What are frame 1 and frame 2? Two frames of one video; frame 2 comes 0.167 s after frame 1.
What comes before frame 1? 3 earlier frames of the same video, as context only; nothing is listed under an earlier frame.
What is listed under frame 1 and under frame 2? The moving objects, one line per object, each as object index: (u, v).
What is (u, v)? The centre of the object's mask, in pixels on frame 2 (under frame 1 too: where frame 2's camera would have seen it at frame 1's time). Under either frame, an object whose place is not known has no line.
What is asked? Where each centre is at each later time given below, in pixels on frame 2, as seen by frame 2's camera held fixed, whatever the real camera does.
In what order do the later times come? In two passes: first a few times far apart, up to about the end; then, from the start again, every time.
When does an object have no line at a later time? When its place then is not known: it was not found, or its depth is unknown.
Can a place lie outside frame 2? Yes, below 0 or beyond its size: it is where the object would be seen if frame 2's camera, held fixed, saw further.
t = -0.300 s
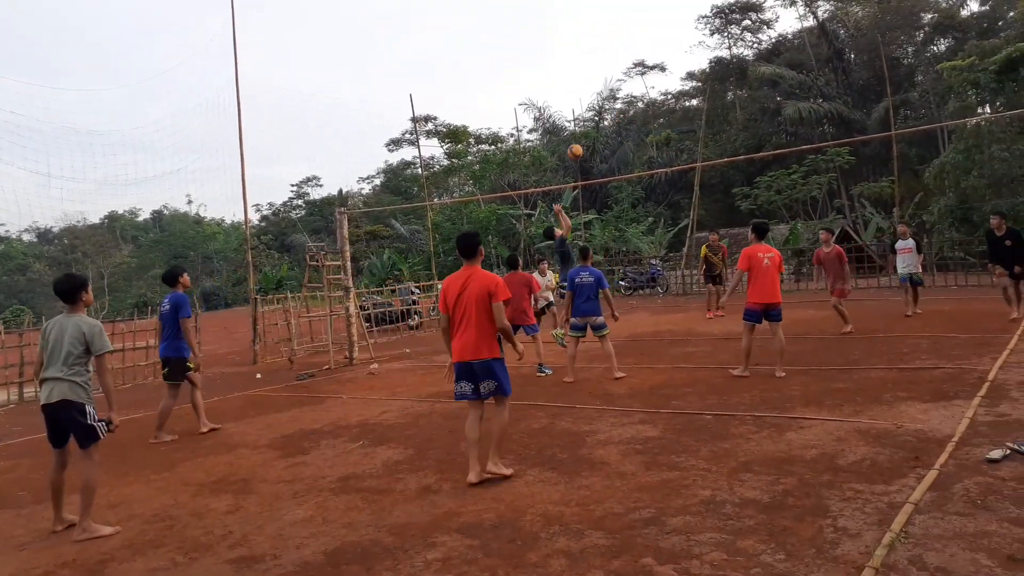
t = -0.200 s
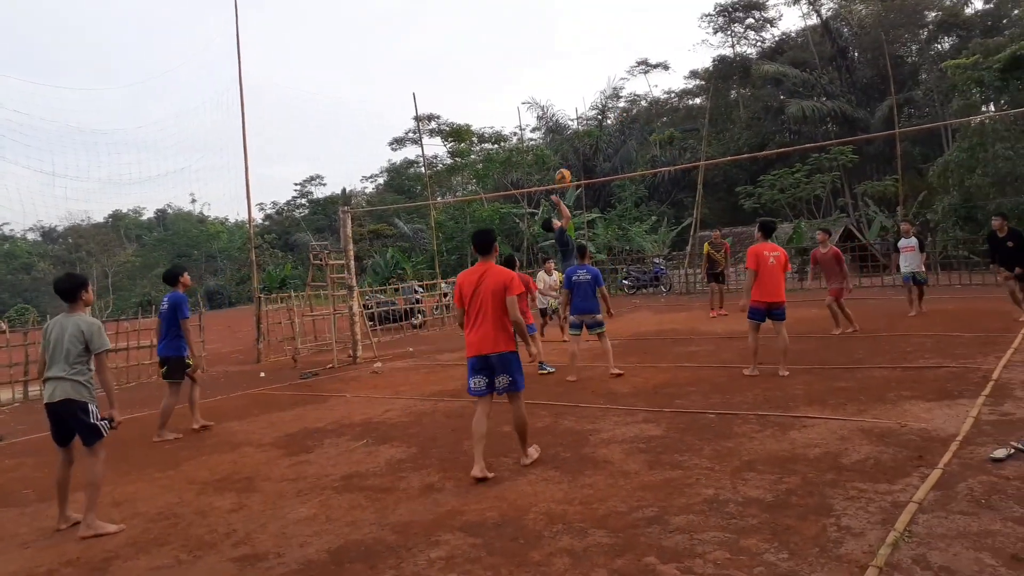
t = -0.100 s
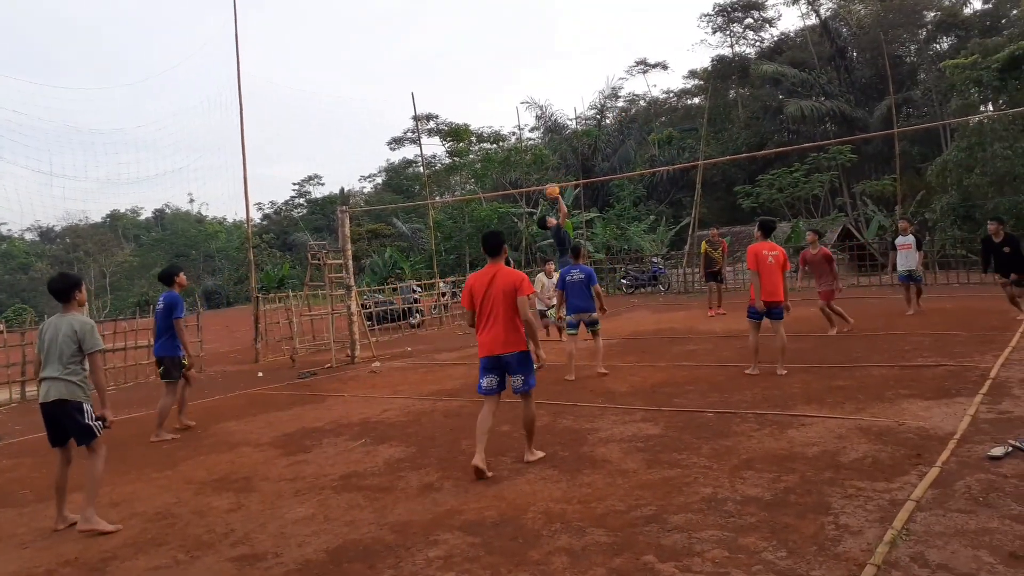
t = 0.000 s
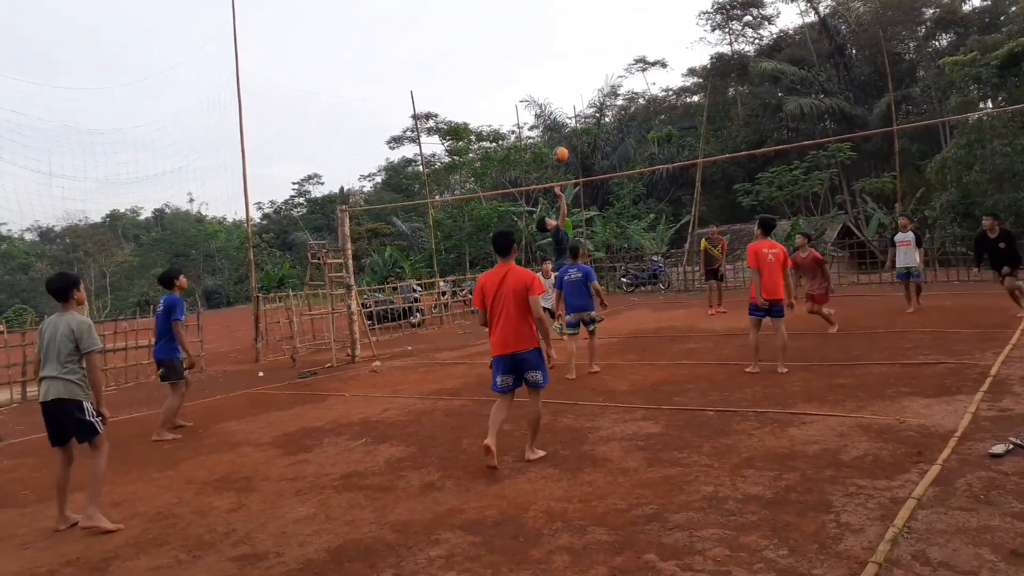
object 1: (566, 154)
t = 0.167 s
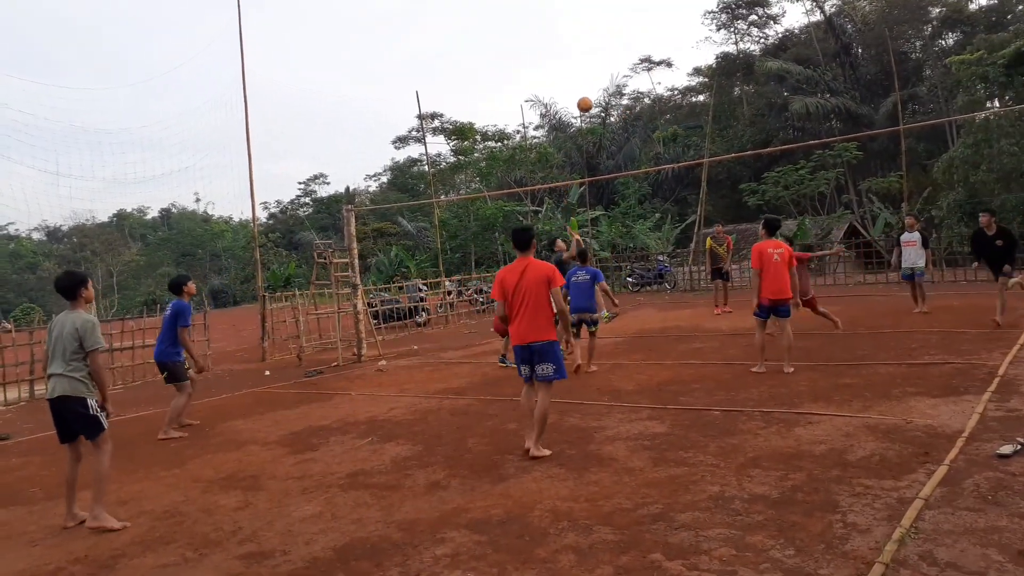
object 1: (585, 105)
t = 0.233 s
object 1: (594, 90)
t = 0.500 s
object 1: (630, 65)
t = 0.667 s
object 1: (655, 76)
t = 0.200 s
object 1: (589, 97)
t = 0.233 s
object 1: (594, 90)
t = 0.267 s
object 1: (598, 84)
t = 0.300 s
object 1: (602, 79)
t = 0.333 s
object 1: (606, 75)
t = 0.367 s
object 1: (611, 71)
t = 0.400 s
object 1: (615, 68)
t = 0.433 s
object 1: (620, 66)
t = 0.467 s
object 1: (625, 65)
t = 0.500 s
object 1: (630, 65)
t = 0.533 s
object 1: (635, 65)
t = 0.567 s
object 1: (639, 67)
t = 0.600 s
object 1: (645, 68)
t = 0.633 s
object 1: (650, 72)
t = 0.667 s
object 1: (655, 76)
